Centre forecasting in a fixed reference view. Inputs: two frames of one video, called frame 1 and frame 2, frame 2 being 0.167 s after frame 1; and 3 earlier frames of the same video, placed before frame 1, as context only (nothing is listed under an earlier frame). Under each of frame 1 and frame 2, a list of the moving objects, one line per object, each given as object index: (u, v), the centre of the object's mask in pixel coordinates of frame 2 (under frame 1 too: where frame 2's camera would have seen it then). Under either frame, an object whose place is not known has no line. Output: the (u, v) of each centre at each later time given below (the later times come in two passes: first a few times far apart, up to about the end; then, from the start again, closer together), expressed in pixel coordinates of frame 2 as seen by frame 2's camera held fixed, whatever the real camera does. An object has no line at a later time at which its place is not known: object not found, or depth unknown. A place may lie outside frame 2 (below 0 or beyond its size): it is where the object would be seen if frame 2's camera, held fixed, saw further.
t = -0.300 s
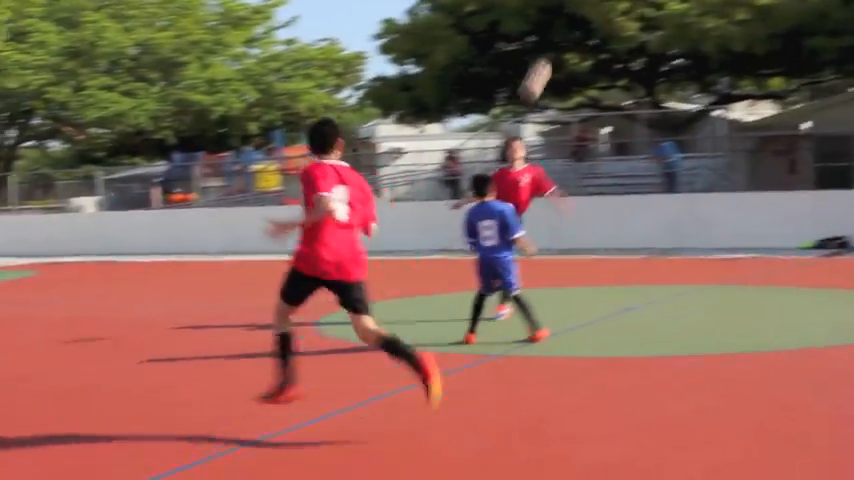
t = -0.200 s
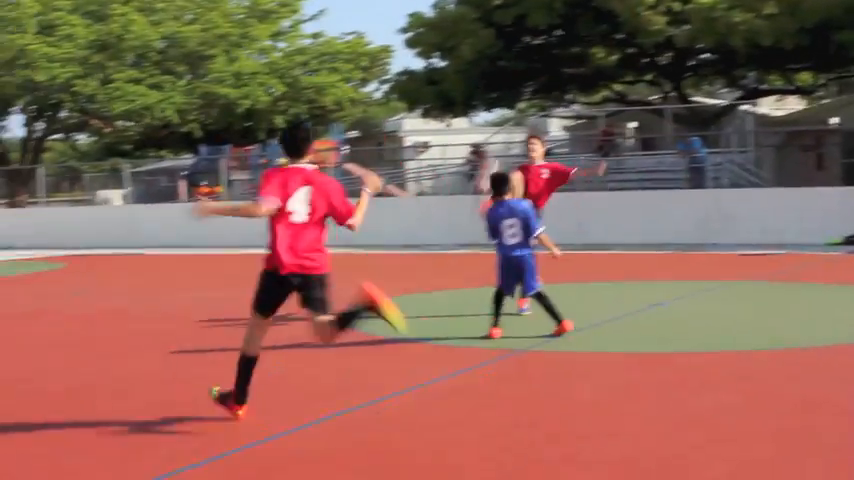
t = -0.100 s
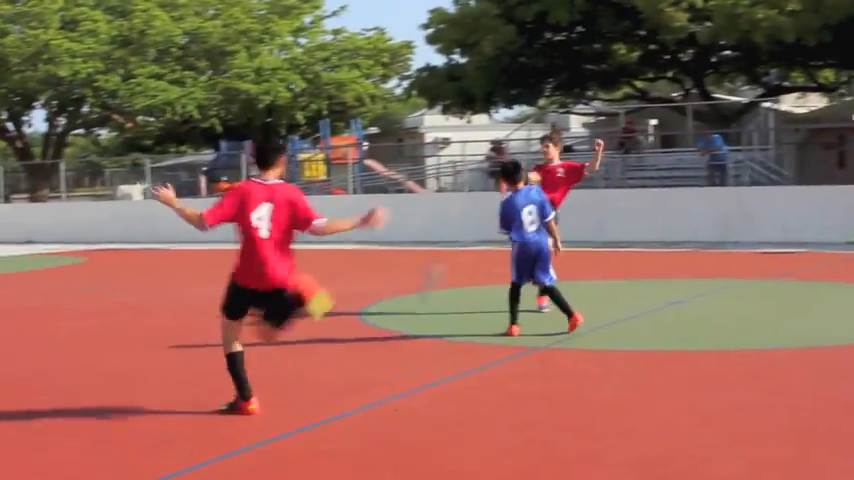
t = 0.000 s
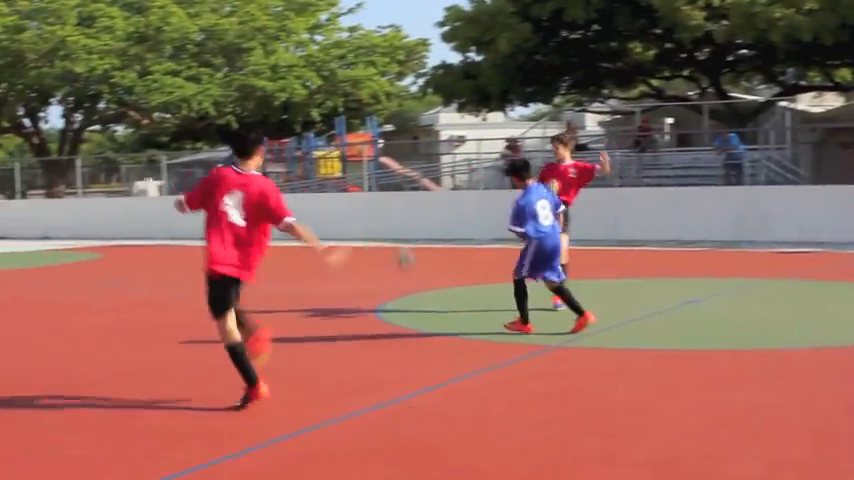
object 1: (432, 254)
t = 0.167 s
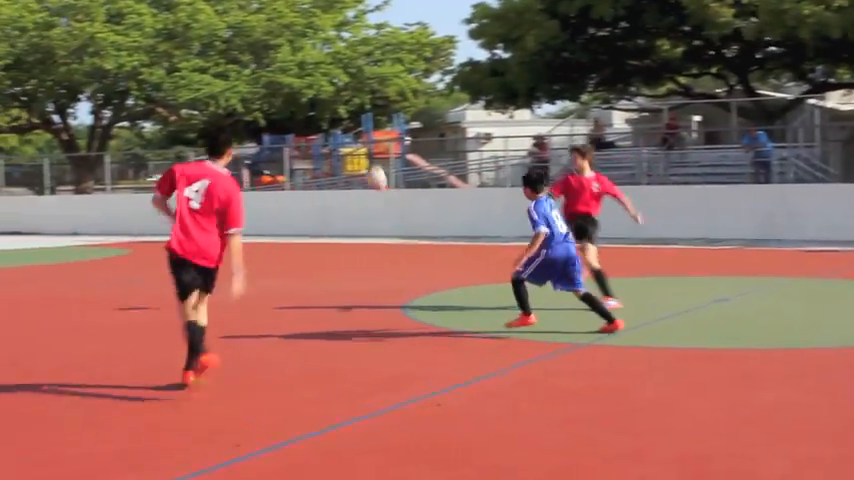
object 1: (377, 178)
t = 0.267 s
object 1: (345, 147)
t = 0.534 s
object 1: (266, 116)
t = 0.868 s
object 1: (179, 169)
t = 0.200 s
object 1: (366, 166)
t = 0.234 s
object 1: (356, 153)
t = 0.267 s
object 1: (345, 147)
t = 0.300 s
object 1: (334, 138)
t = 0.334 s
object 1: (323, 132)
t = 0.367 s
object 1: (313, 127)
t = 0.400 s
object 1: (303, 123)
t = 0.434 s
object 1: (294, 120)
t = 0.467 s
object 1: (284, 117)
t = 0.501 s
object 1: (275, 116)
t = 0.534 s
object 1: (266, 116)
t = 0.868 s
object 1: (179, 169)
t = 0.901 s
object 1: (171, 180)
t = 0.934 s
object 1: (164, 192)
